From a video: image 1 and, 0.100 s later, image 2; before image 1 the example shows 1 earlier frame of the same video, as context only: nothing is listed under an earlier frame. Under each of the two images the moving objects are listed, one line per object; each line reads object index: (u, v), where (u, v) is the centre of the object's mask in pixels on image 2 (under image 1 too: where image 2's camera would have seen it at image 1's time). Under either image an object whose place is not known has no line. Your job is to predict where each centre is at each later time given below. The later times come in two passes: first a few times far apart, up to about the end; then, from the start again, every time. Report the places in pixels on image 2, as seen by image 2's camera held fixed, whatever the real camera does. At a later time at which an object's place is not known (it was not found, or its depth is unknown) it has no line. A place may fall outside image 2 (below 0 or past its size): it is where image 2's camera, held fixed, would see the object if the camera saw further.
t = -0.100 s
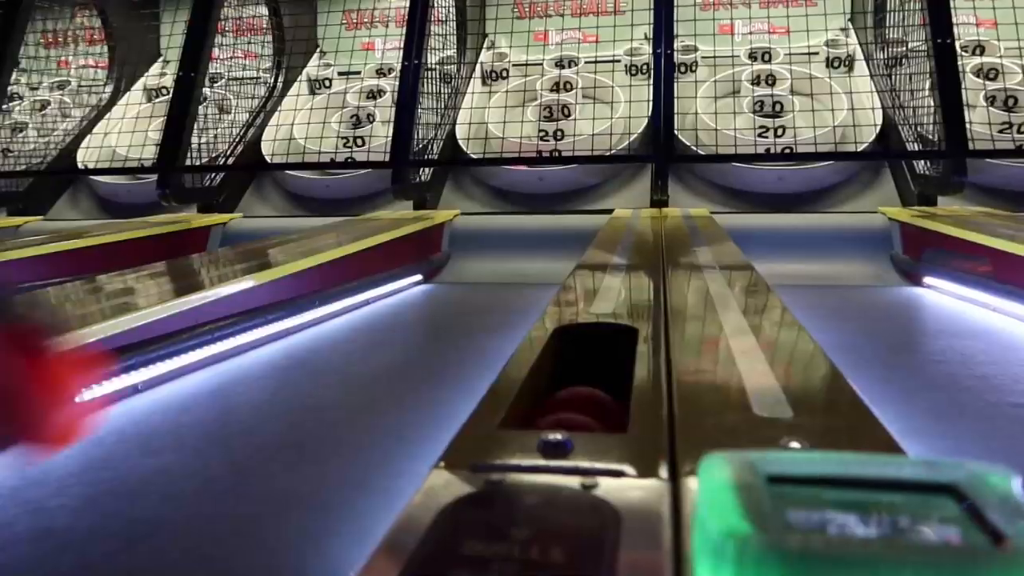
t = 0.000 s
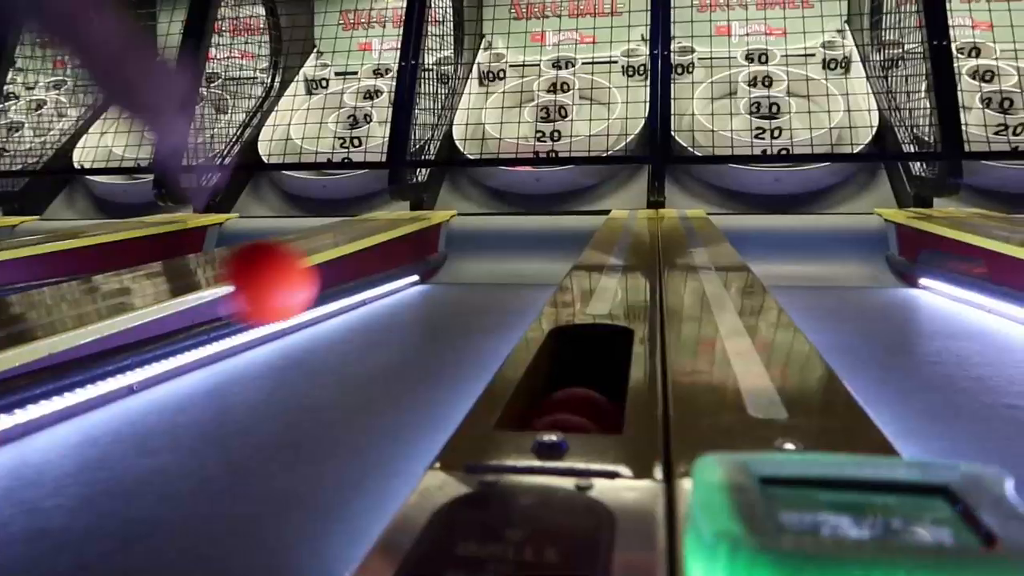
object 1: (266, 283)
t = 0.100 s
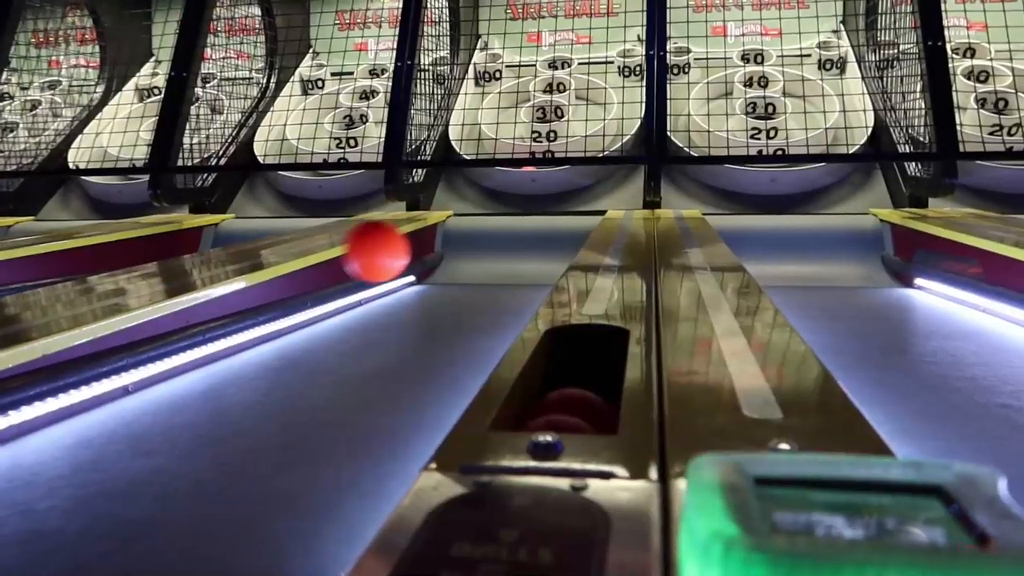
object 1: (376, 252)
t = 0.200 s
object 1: (439, 249)
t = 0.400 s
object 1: (509, 278)
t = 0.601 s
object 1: (537, 236)
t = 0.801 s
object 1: (541, 135)
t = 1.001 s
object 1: (543, 76)
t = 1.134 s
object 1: (545, 57)
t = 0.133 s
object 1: (401, 249)
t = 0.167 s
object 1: (422, 248)
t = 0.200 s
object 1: (439, 249)
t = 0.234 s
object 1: (455, 251)
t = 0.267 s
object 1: (468, 255)
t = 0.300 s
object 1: (480, 260)
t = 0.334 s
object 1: (491, 265)
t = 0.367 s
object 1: (501, 272)
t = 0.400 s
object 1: (509, 278)
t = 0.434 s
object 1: (515, 273)
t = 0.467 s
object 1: (521, 267)
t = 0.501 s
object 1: (527, 262)
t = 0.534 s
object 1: (532, 259)
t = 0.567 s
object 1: (536, 253)
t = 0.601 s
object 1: (537, 236)
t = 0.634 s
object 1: (538, 214)
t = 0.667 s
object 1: (538, 196)
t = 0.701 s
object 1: (539, 181)
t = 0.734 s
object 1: (540, 166)
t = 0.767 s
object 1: (540, 147)
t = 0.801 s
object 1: (541, 135)
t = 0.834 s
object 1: (541, 122)
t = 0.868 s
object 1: (541, 112)
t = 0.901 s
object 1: (542, 100)
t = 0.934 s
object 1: (543, 91)
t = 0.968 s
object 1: (543, 84)
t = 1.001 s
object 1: (543, 76)
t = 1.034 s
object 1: (544, 70)
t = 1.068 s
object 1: (544, 64)
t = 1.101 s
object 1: (545, 60)
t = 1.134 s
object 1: (545, 57)
